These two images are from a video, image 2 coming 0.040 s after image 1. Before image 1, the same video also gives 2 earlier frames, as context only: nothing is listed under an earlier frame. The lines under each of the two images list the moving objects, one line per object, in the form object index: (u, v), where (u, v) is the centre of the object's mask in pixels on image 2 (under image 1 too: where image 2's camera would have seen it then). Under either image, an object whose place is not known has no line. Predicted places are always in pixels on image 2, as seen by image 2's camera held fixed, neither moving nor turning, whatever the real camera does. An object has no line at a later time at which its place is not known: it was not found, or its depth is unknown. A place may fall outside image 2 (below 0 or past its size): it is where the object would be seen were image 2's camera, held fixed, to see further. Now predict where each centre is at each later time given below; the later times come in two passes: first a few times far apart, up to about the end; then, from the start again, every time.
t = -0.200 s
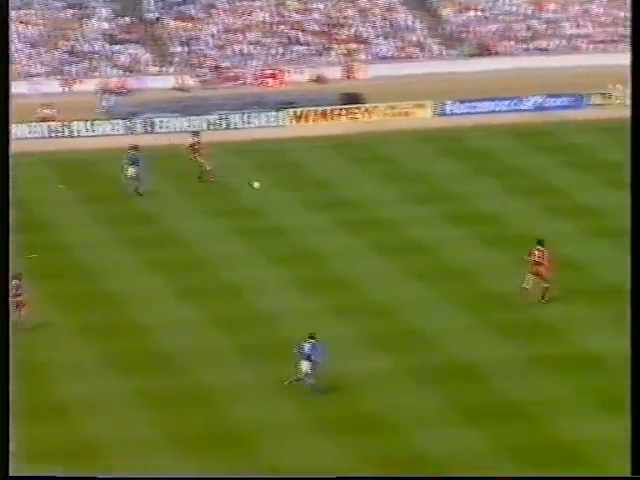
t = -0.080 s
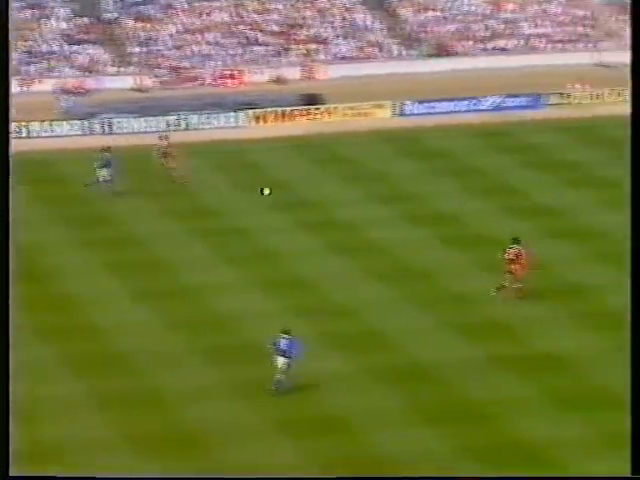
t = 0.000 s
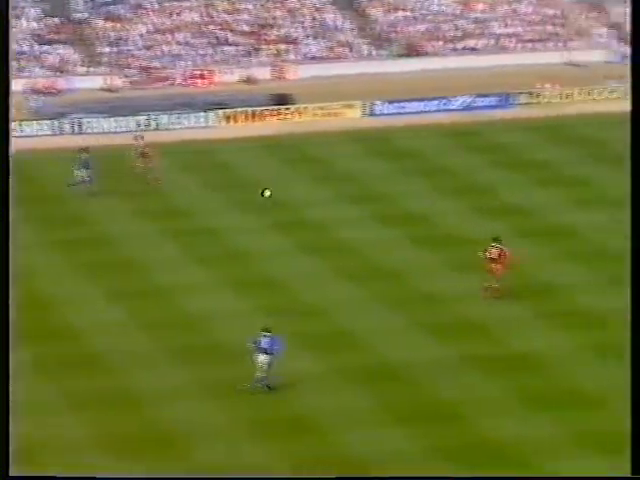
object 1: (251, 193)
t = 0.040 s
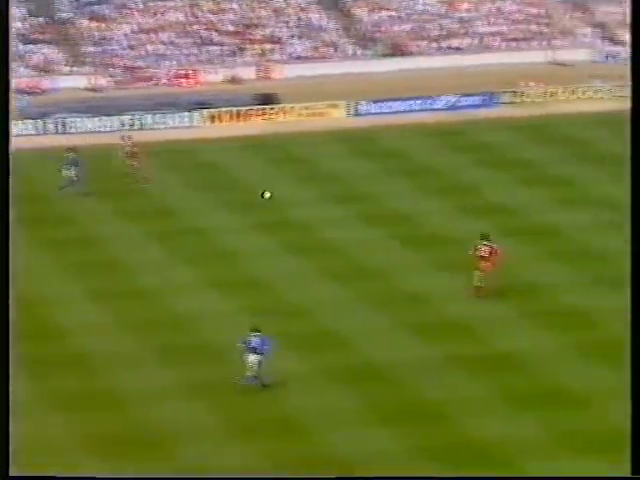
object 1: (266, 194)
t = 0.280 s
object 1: (342, 202)
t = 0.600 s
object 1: (420, 211)
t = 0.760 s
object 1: (455, 214)
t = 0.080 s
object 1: (280, 195)
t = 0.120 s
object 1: (293, 196)
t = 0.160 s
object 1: (306, 197)
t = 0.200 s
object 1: (318, 199)
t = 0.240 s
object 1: (331, 201)
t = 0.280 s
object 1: (342, 202)
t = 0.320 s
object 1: (353, 202)
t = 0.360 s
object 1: (364, 204)
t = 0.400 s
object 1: (375, 205)
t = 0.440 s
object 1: (383, 207)
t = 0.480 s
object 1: (394, 207)
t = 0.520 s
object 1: (404, 208)
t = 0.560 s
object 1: (412, 210)
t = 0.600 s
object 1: (420, 211)
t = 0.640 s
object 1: (430, 211)
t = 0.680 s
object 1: (438, 212)
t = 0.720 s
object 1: (446, 214)
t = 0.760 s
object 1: (455, 214)
